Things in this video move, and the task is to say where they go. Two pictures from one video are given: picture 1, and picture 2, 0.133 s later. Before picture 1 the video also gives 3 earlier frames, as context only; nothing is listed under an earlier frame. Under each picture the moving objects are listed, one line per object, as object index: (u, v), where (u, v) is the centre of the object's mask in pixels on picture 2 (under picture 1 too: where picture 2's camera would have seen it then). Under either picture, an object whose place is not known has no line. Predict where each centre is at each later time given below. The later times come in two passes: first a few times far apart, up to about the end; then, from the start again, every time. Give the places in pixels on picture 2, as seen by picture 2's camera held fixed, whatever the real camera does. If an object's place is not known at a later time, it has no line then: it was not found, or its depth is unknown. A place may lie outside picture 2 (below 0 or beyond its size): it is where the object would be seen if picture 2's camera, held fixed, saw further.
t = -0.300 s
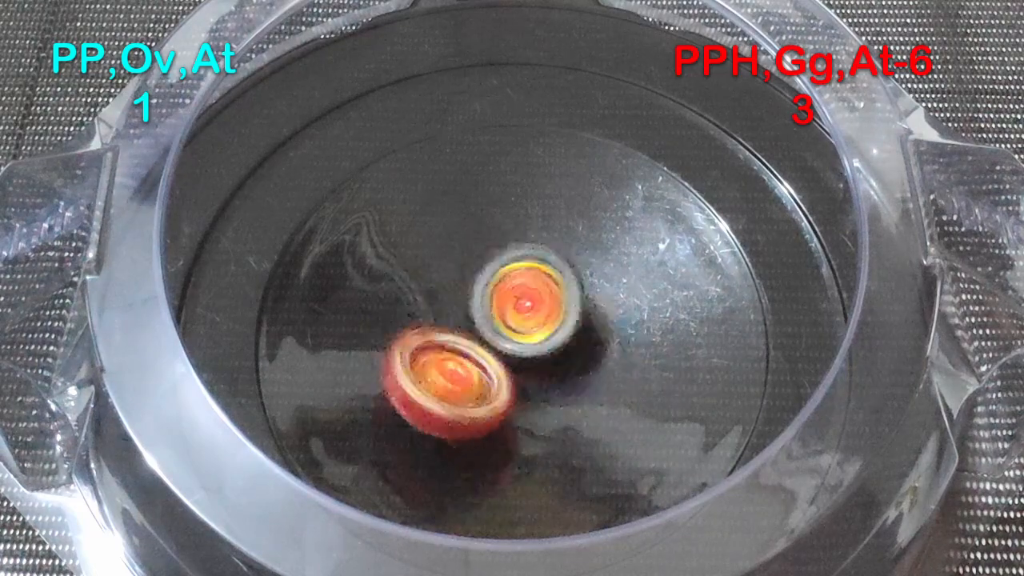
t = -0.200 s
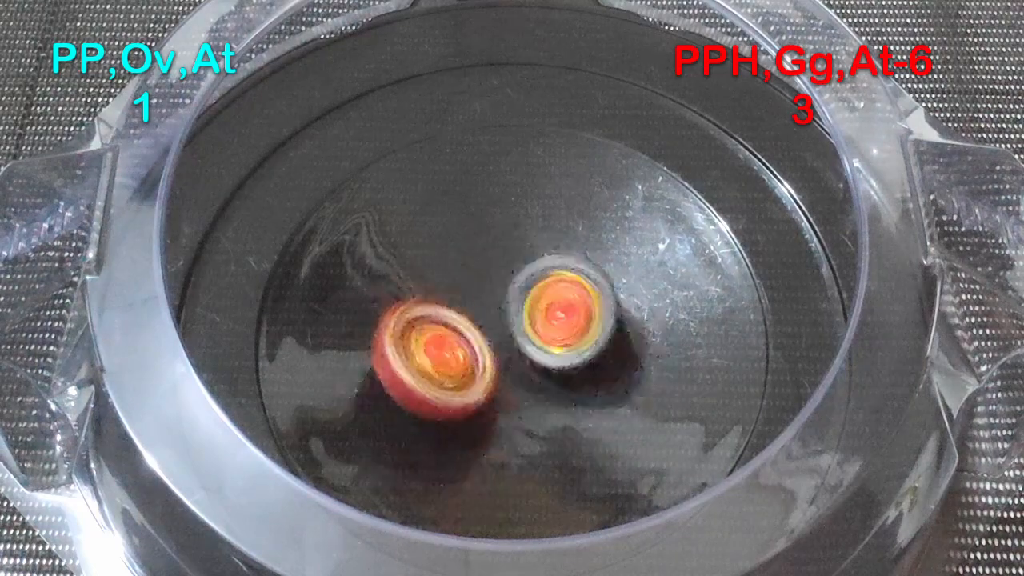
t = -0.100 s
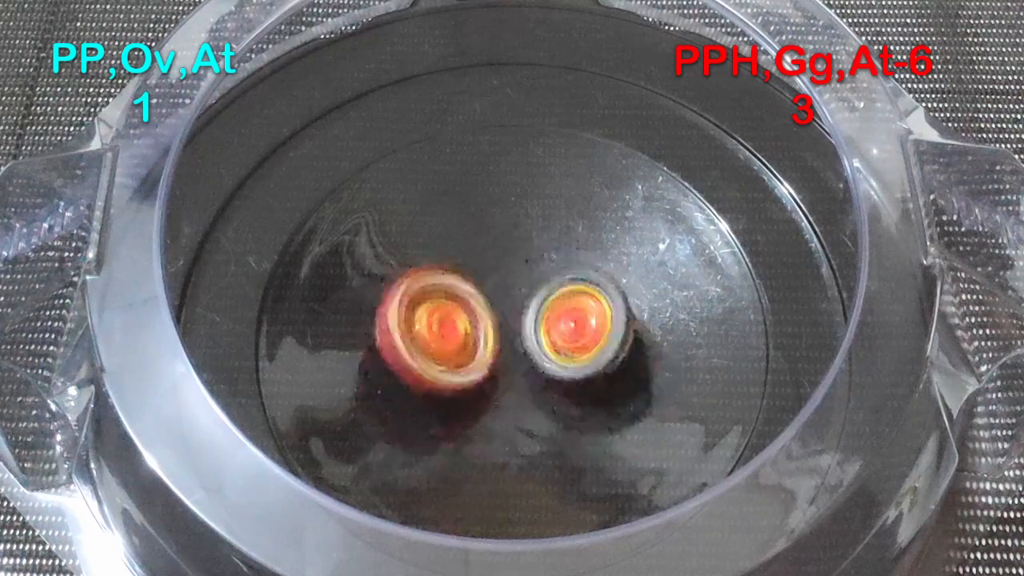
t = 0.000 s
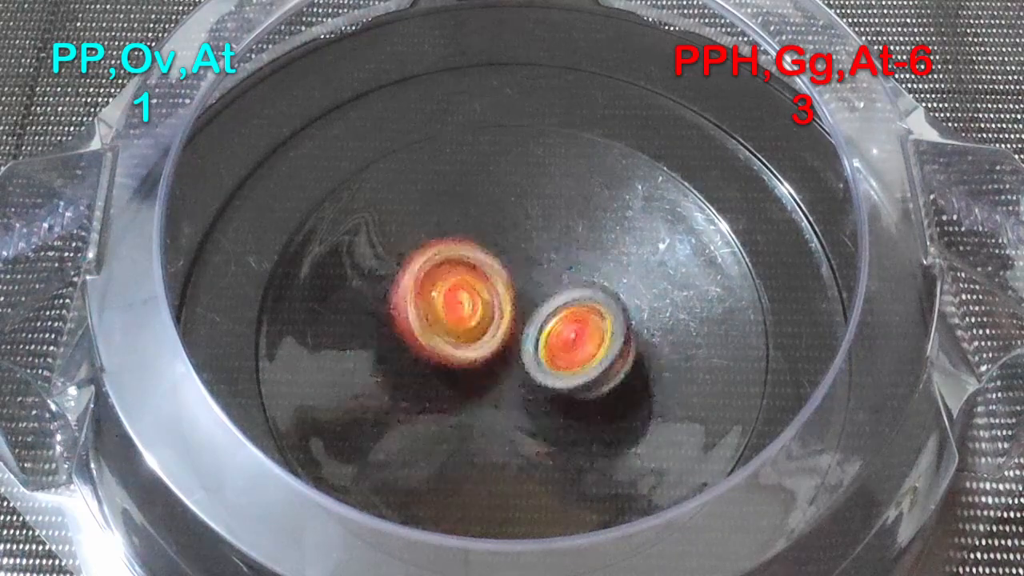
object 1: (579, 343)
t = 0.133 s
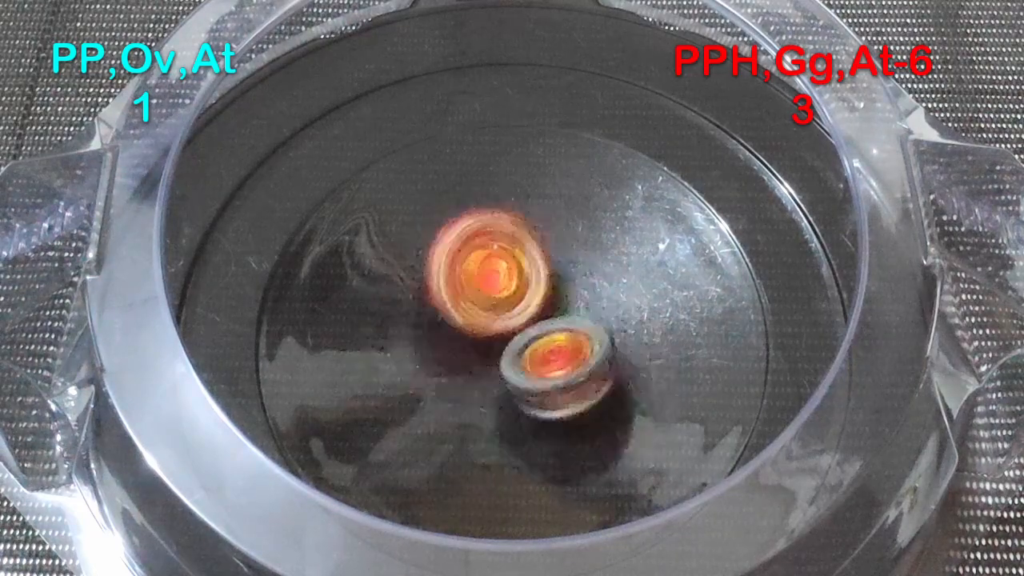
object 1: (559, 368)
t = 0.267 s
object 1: (515, 378)
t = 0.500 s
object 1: (451, 351)
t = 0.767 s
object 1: (462, 297)
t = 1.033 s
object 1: (523, 287)
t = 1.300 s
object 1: (563, 337)
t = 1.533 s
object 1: (547, 381)
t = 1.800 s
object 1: (479, 380)
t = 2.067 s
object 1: (447, 348)
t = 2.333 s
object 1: (436, 317)
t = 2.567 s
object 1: (447, 309)
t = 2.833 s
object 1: (467, 286)
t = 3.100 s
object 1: (510, 287)
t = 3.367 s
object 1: (521, 292)
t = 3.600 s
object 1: (516, 291)
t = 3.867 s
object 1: (516, 291)
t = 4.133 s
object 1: (516, 291)
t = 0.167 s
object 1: (549, 373)
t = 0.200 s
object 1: (539, 378)
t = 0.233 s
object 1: (527, 378)
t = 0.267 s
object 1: (515, 378)
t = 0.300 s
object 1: (501, 377)
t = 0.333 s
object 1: (492, 377)
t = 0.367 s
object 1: (481, 373)
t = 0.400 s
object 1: (469, 368)
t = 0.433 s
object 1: (461, 363)
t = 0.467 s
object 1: (456, 358)
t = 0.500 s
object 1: (451, 351)
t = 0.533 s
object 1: (448, 343)
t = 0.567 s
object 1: (448, 338)
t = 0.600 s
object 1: (449, 329)
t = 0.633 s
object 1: (451, 324)
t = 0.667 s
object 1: (455, 318)
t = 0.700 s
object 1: (460, 311)
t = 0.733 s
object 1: (462, 303)
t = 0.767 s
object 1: (462, 297)
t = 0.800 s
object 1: (468, 290)
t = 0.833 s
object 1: (475, 290)
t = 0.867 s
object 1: (483, 287)
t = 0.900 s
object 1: (491, 285)
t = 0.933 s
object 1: (497, 284)
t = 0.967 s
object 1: (506, 282)
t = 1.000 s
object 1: (513, 284)
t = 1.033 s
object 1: (523, 287)
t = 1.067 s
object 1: (528, 290)
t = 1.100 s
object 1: (536, 295)
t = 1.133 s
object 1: (543, 300)
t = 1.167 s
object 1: (548, 308)
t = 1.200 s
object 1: (556, 314)
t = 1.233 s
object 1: (560, 322)
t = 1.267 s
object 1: (563, 329)
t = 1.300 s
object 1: (563, 337)
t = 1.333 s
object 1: (565, 345)
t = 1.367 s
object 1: (563, 352)
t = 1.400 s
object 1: (561, 360)
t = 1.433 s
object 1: (556, 365)
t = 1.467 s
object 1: (552, 371)
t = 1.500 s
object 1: (550, 376)
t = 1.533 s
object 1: (547, 381)
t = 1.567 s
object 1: (540, 386)
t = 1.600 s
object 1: (530, 387)
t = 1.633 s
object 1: (524, 389)
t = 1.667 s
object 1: (515, 389)
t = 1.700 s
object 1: (505, 388)
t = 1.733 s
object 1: (497, 387)
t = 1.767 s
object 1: (487, 384)
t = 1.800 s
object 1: (479, 380)
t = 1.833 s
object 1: (472, 378)
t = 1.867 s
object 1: (464, 374)
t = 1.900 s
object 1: (458, 368)
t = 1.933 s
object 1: (455, 365)
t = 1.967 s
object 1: (450, 362)
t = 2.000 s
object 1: (448, 358)
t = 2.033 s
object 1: (447, 352)
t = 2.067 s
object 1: (447, 348)
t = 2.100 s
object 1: (449, 345)
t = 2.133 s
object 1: (450, 341)
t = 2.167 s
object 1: (447, 336)
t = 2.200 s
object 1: (444, 330)
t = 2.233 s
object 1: (441, 324)
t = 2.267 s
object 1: (437, 319)
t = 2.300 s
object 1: (436, 317)
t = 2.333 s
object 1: (436, 317)
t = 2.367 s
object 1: (438, 318)
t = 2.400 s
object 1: (441, 321)
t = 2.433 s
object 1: (445, 324)
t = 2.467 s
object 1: (447, 325)
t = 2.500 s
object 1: (447, 323)
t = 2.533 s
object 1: (447, 314)
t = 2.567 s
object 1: (447, 309)
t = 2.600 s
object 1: (448, 303)
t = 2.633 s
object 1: (450, 300)
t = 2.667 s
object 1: (453, 299)
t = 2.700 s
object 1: (456, 298)
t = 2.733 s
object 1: (459, 295)
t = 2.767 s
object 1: (463, 290)
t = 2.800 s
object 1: (466, 288)
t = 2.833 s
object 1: (467, 286)
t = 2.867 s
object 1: (470, 283)
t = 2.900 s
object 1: (474, 283)
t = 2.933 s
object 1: (478, 283)
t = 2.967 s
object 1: (483, 285)
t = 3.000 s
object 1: (490, 284)
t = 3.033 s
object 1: (496, 284)
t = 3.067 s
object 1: (507, 286)
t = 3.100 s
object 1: (510, 287)
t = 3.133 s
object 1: (515, 289)
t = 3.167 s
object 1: (519, 291)
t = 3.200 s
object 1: (521, 292)
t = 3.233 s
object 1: (522, 292)
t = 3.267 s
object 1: (522, 292)
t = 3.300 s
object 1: (521, 292)
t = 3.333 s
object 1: (521, 291)
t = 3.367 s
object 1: (521, 292)
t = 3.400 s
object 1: (520, 292)
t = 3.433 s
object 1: (519, 292)
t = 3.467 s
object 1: (518, 292)
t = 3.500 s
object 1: (517, 291)
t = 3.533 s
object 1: (516, 291)
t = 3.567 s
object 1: (516, 291)
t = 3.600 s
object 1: (516, 291)
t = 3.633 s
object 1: (516, 291)
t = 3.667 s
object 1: (516, 291)
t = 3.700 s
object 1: (516, 291)
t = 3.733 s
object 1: (516, 291)
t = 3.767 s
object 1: (516, 291)
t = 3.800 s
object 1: (516, 291)
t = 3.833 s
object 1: (516, 291)
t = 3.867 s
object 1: (516, 291)
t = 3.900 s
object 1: (516, 291)
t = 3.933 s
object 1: (516, 291)
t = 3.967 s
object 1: (516, 291)
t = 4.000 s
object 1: (516, 291)
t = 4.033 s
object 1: (516, 291)
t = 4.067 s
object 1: (516, 291)
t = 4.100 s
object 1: (516, 291)
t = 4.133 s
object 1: (516, 291)
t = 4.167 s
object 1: (516, 291)
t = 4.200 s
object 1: (516, 291)
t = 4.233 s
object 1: (516, 291)
